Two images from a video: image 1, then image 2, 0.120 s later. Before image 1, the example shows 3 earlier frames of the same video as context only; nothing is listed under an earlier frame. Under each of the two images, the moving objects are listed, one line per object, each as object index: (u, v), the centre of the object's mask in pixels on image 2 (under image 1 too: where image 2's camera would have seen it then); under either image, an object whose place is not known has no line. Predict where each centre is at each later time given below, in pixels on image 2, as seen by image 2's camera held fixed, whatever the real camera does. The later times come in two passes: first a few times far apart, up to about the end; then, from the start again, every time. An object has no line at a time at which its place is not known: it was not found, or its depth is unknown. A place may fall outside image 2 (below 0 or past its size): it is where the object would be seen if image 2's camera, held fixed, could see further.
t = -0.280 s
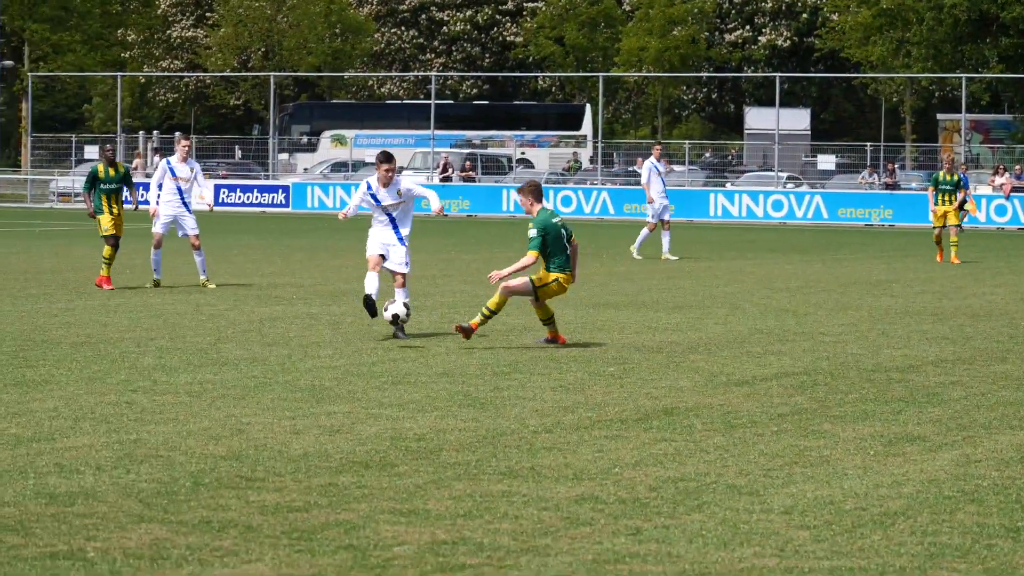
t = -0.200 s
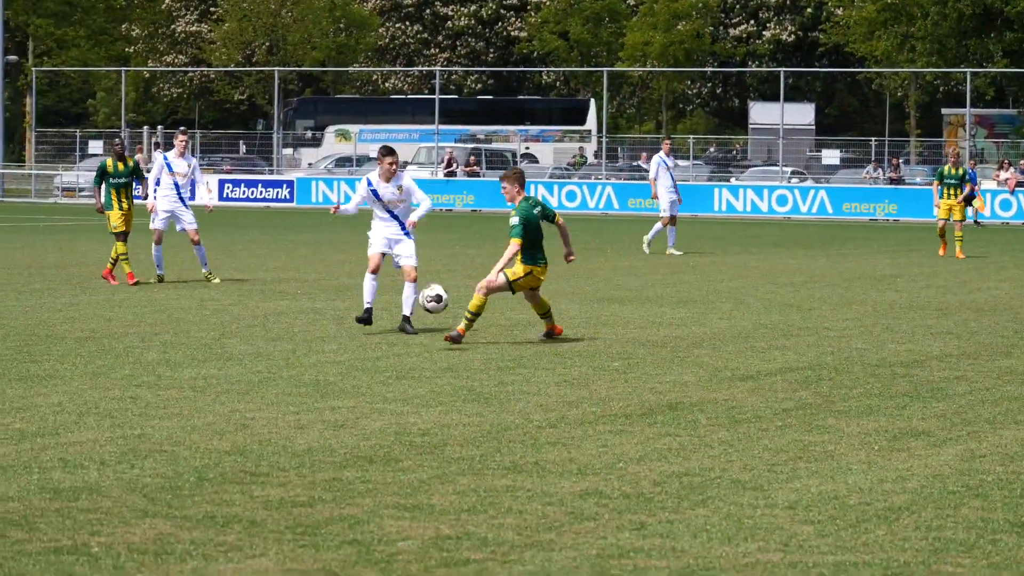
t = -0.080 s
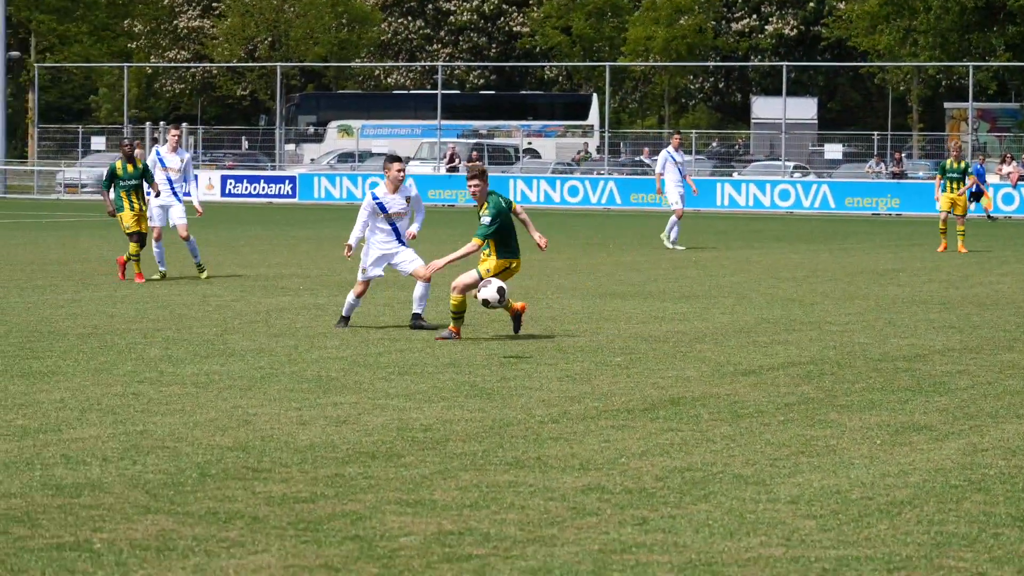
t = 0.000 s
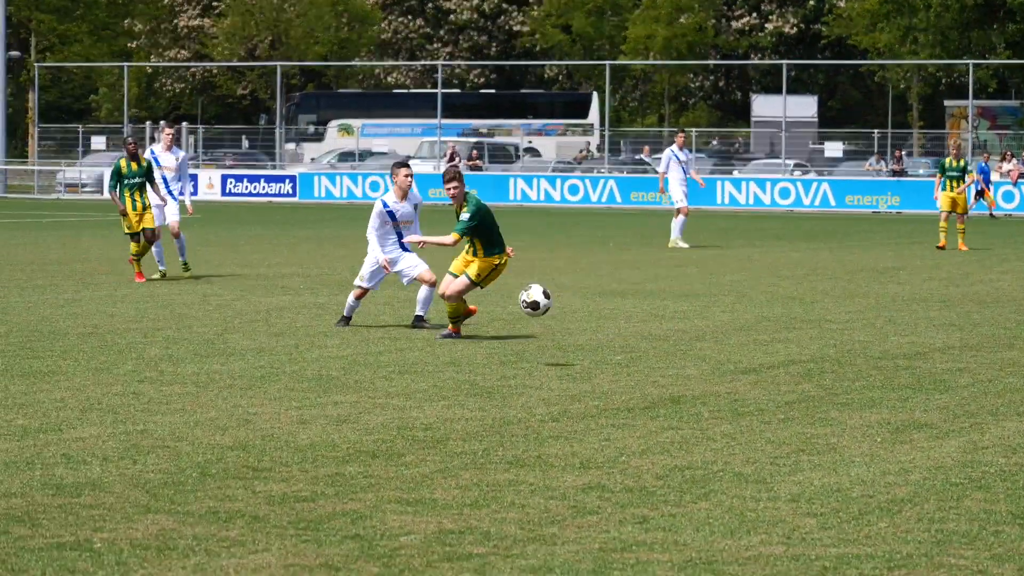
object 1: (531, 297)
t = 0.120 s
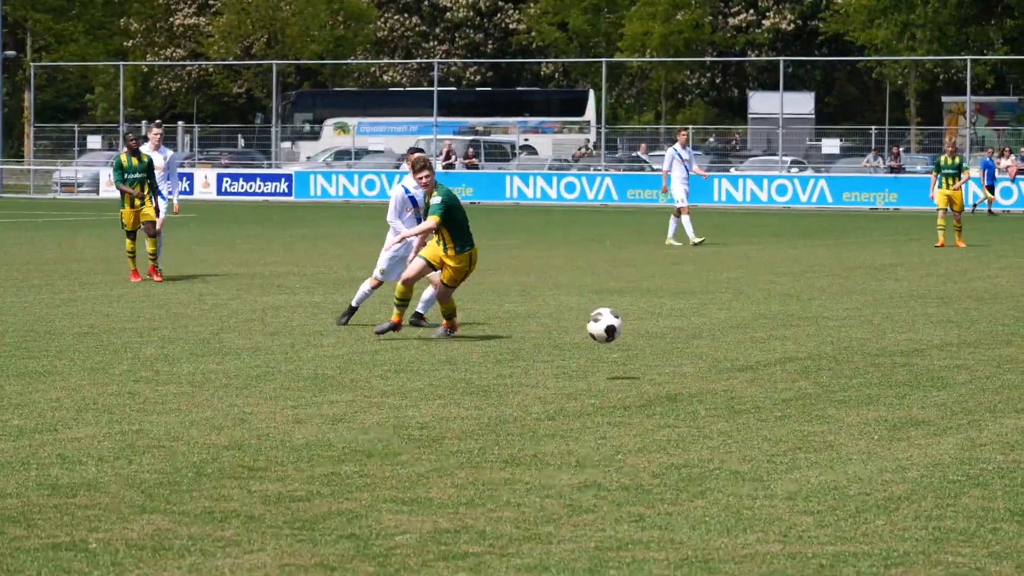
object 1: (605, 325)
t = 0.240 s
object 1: (688, 378)
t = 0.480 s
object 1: (818, 365)
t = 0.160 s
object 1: (631, 340)
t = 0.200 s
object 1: (659, 357)
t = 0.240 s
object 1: (688, 378)
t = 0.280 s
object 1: (712, 380)
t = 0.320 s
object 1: (732, 372)
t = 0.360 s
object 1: (753, 366)
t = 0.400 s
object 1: (774, 362)
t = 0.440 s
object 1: (796, 362)
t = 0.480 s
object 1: (818, 365)
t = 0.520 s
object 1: (842, 371)
